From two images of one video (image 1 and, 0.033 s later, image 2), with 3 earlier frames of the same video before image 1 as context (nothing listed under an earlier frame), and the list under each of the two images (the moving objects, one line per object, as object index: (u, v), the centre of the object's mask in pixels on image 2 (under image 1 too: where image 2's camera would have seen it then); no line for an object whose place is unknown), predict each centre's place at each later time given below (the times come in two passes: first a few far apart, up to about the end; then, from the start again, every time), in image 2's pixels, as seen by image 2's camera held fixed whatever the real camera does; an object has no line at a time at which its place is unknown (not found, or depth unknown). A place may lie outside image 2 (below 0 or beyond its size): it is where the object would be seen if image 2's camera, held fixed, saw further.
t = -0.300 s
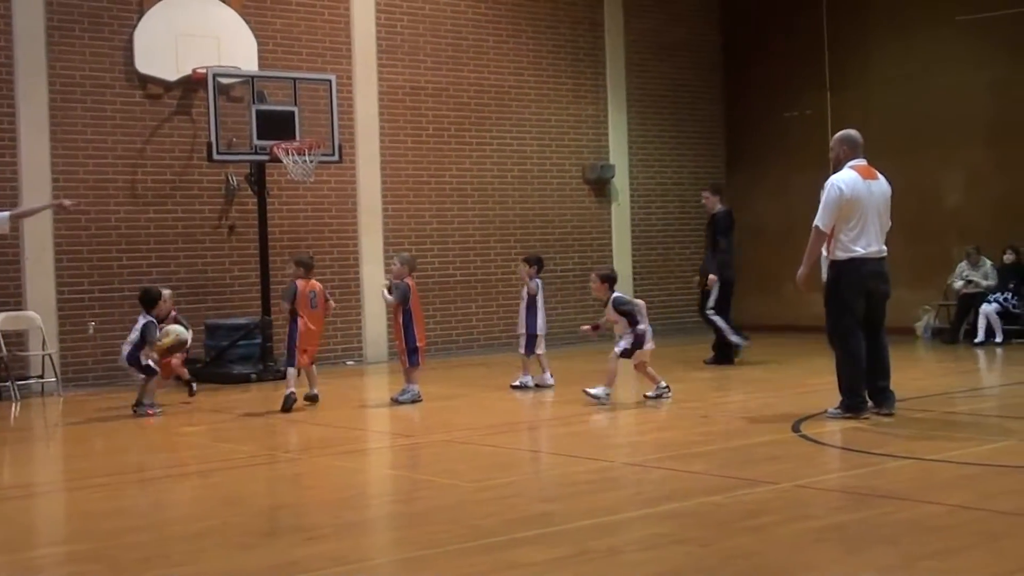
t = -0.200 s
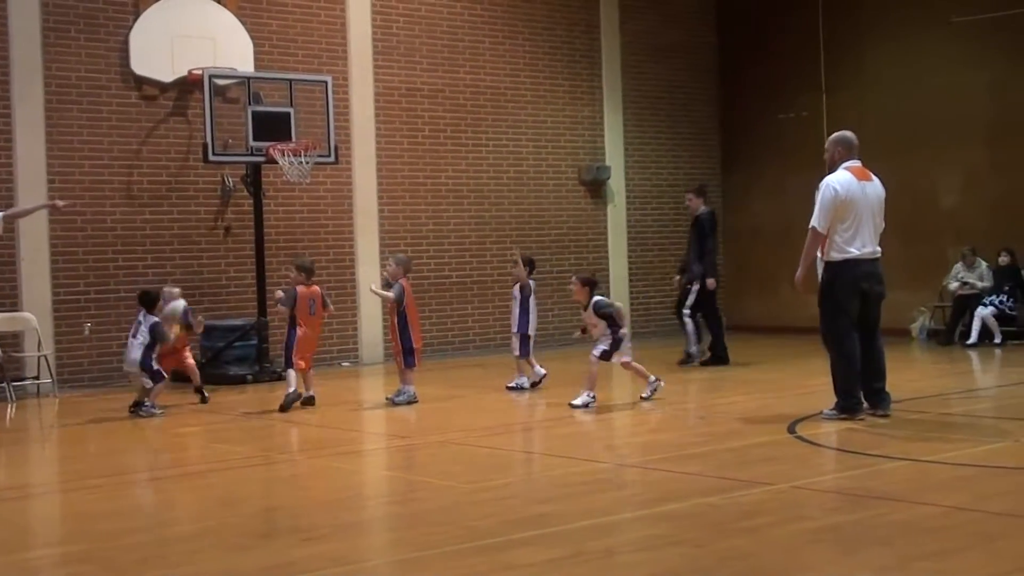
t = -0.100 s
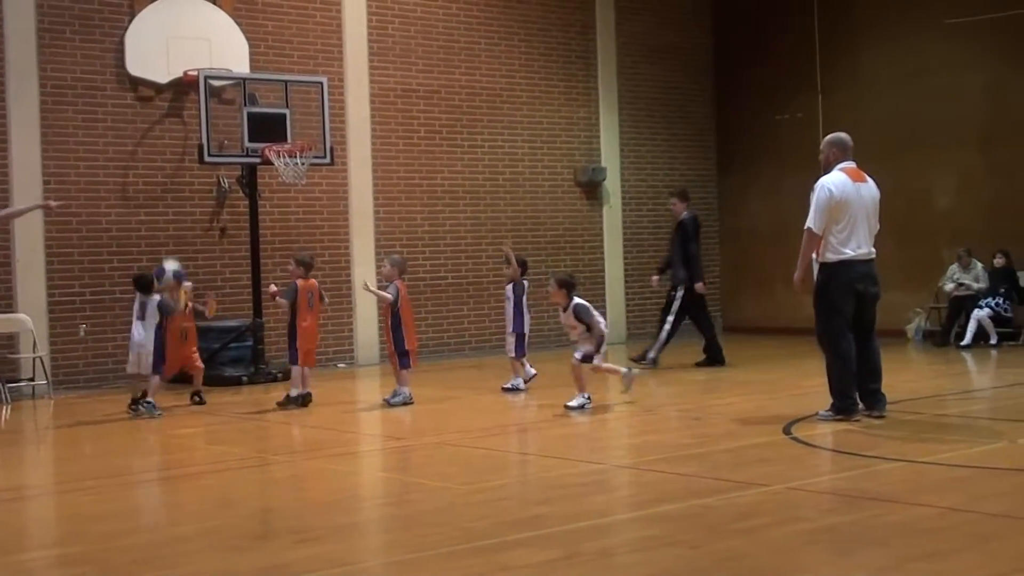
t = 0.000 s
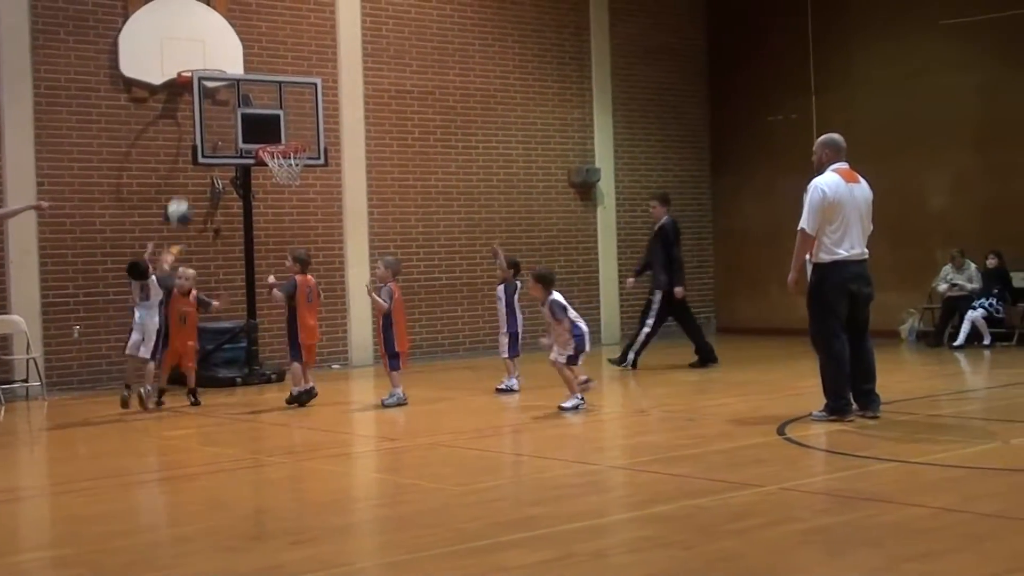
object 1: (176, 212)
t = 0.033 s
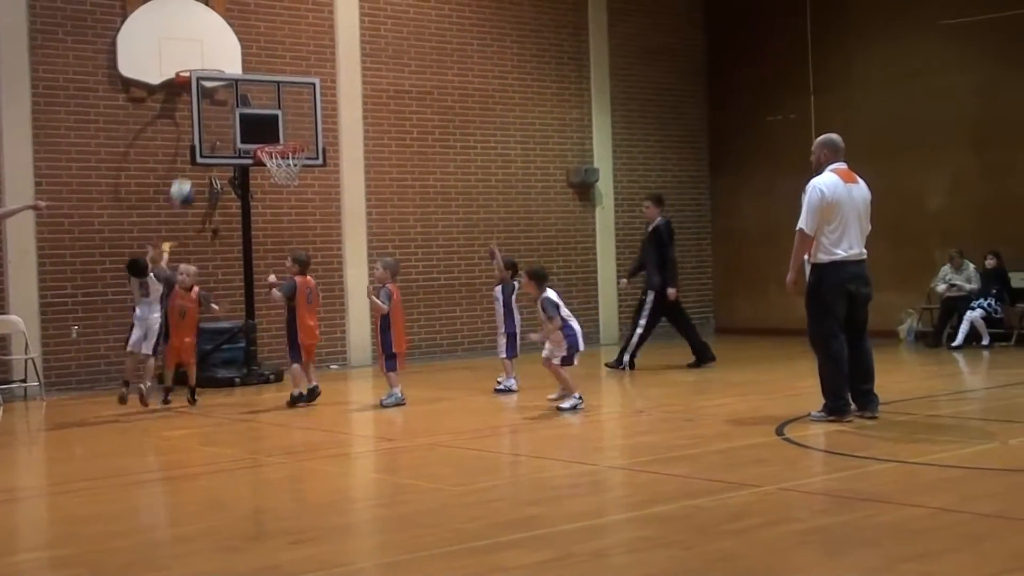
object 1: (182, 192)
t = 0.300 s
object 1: (223, 94)
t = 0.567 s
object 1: (260, 83)
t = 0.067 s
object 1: (187, 176)
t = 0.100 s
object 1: (192, 159)
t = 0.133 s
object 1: (197, 145)
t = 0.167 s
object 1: (202, 133)
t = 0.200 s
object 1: (208, 122)
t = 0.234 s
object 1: (213, 110)
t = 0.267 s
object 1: (217, 101)
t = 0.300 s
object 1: (223, 94)
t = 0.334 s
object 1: (228, 88)
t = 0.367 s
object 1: (232, 84)
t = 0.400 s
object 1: (236, 82)
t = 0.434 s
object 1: (240, 80)
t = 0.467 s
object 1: (245, 80)
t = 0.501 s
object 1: (250, 80)
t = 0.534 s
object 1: (255, 81)
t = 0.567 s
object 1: (260, 83)
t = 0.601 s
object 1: (265, 87)
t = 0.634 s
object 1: (268, 91)
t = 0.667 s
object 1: (274, 101)
